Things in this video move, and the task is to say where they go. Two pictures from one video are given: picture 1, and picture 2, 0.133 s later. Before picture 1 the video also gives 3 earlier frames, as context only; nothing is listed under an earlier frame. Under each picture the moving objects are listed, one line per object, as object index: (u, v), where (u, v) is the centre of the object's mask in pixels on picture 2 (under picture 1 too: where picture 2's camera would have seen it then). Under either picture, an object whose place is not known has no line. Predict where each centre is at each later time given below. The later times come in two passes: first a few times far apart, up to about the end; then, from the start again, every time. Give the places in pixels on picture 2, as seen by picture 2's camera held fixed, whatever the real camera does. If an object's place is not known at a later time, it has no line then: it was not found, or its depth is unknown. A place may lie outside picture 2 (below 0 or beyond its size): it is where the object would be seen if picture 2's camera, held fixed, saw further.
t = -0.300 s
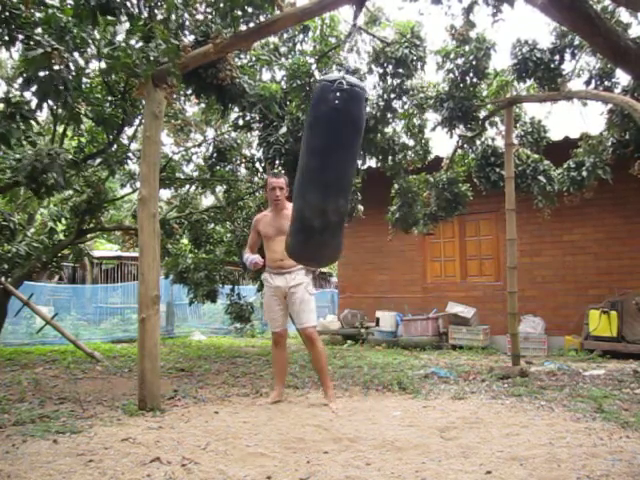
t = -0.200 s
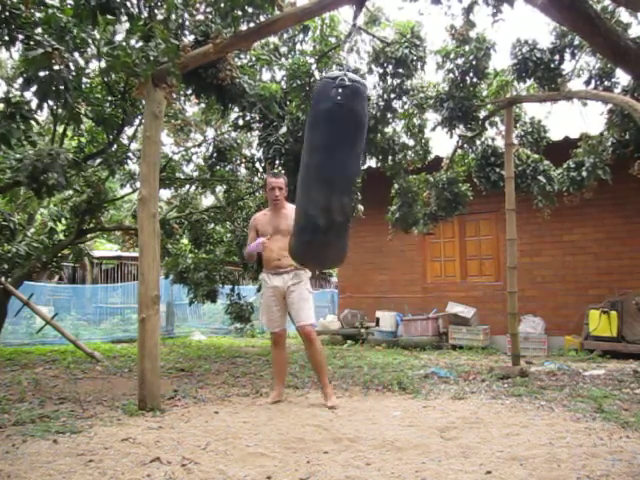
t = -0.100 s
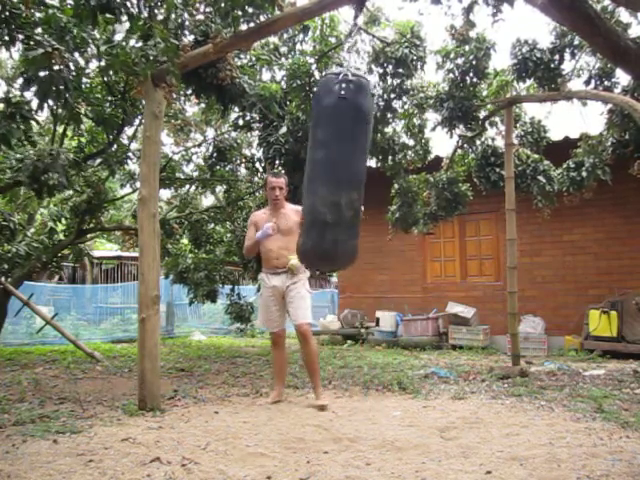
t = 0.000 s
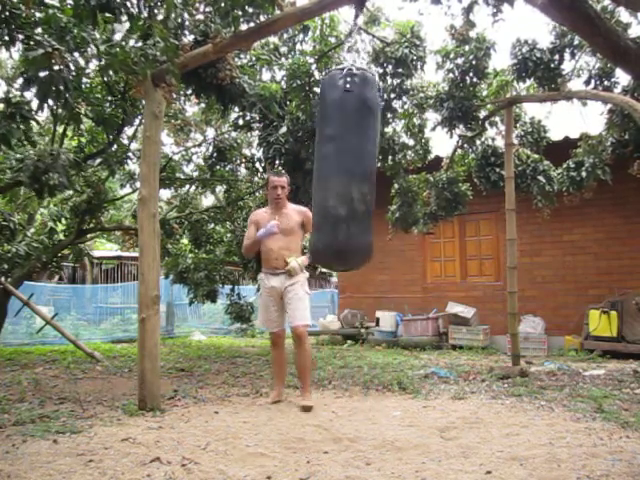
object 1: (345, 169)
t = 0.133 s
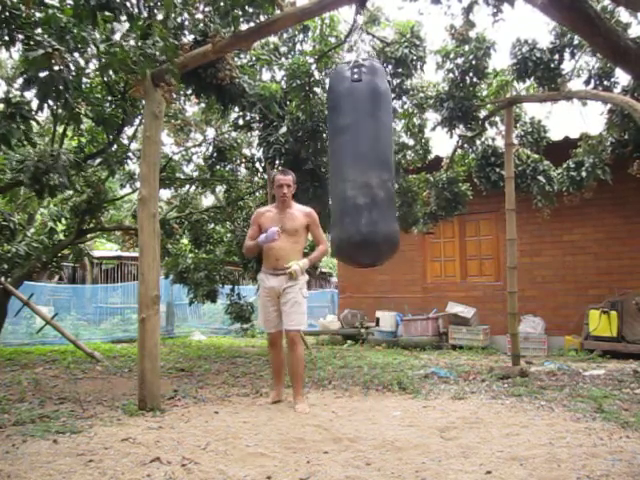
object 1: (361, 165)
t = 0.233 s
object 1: (375, 159)
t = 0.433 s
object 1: (397, 152)
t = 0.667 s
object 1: (403, 156)
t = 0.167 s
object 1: (366, 163)
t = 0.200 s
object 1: (370, 162)
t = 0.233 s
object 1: (375, 159)
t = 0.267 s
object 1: (379, 158)
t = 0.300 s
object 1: (384, 156)
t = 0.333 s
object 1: (387, 155)
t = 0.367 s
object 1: (391, 154)
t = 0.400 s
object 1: (394, 152)
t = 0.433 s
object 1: (397, 152)
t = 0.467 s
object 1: (399, 151)
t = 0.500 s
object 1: (401, 152)
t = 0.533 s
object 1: (403, 153)
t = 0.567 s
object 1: (403, 153)
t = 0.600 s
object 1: (403, 154)
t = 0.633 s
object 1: (403, 155)
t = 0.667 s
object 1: (403, 156)
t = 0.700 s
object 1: (402, 158)
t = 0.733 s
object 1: (400, 159)
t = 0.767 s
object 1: (398, 161)
